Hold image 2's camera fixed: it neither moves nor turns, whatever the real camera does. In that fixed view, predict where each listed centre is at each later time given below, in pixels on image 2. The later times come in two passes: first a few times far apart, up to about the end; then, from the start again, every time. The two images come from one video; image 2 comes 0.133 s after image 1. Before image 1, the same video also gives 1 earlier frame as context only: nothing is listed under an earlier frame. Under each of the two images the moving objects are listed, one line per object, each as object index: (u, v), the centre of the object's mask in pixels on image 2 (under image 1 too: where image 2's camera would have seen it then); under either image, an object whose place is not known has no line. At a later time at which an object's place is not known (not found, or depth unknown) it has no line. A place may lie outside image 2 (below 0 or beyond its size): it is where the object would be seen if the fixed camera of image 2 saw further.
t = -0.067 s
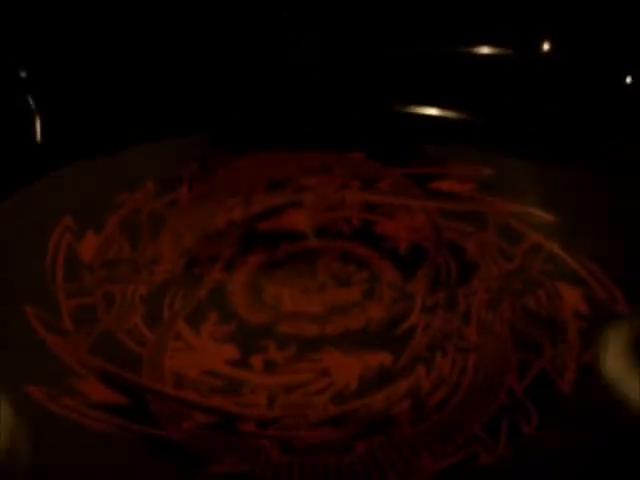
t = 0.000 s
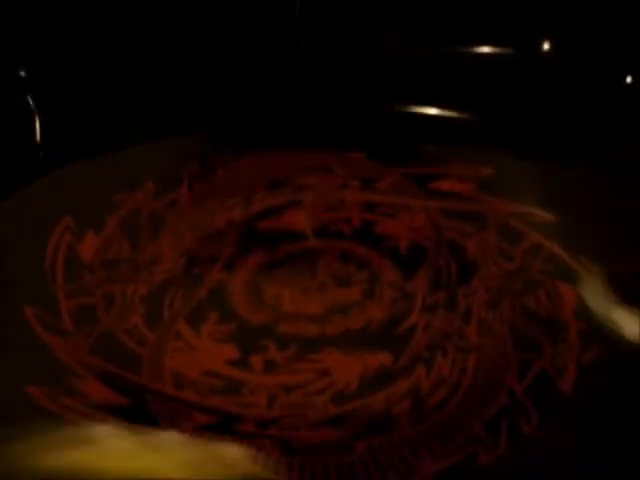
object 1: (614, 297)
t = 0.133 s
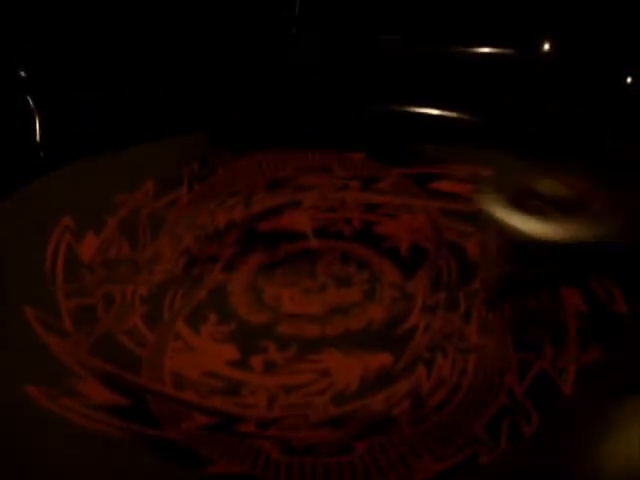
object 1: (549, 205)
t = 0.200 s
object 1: (476, 177)
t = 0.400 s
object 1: (277, 148)
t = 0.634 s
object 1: (111, 205)
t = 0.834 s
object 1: (133, 299)
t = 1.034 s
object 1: (264, 318)
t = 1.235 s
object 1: (309, 297)
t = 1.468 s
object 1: (345, 292)
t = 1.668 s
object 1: (370, 302)
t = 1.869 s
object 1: (387, 325)
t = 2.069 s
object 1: (436, 334)
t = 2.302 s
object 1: (491, 285)
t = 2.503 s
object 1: (463, 275)
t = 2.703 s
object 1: (407, 300)
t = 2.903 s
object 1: (387, 297)
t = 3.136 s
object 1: (287, 347)
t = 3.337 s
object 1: (285, 365)
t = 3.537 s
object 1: (317, 353)
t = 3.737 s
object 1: (266, 335)
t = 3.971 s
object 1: (174, 309)
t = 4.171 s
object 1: (176, 312)
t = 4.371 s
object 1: (171, 301)
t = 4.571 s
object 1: (162, 280)
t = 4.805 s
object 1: (158, 257)
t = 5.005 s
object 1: (296, 431)
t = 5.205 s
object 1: (535, 417)
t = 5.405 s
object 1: (548, 280)
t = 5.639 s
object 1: (426, 196)
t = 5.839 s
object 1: (354, 174)
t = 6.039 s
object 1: (262, 171)
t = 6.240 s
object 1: (174, 200)
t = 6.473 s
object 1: (136, 276)
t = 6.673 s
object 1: (185, 329)
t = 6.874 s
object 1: (251, 369)
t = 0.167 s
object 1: (514, 190)
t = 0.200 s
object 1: (476, 177)
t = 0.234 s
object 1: (443, 168)
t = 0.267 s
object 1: (411, 160)
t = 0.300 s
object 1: (373, 155)
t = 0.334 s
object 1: (340, 151)
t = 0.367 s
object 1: (309, 149)
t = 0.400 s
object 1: (277, 148)
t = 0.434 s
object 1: (245, 150)
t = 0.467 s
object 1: (216, 155)
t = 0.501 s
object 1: (188, 161)
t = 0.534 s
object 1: (165, 169)
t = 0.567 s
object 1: (145, 178)
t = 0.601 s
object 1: (126, 190)
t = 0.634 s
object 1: (111, 205)
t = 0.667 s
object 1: (102, 219)
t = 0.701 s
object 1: (96, 236)
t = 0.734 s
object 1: (96, 253)
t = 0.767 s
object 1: (101, 269)
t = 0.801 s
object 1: (114, 286)
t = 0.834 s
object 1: (133, 299)
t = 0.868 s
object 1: (156, 311)
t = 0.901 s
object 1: (180, 317)
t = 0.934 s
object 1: (205, 320)
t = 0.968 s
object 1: (229, 322)
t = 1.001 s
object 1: (249, 321)
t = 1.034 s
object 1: (264, 318)
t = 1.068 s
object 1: (276, 315)
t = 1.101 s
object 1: (284, 312)
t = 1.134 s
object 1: (291, 307)
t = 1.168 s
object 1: (297, 304)
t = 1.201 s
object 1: (304, 300)
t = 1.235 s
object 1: (309, 297)
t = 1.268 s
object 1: (315, 295)
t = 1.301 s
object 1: (321, 293)
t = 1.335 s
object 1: (326, 292)
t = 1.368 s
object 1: (332, 292)
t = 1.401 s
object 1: (337, 292)
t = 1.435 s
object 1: (341, 292)
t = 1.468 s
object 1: (345, 292)
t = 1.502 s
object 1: (349, 293)
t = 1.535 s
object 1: (353, 295)
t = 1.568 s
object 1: (357, 296)
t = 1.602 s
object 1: (361, 298)
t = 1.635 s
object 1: (366, 300)
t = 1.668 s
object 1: (370, 302)
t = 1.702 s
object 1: (374, 306)
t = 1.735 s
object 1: (377, 308)
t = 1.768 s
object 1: (381, 312)
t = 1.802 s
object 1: (383, 316)
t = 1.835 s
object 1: (385, 320)
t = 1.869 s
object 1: (387, 325)
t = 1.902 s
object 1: (389, 329)
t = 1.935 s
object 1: (394, 333)
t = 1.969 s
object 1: (402, 337)
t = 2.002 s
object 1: (412, 338)
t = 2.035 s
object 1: (424, 337)
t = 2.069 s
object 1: (436, 334)
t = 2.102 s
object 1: (449, 330)
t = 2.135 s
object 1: (461, 324)
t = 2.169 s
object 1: (473, 317)
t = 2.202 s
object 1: (482, 309)
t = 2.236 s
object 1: (487, 301)
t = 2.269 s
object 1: (490, 292)
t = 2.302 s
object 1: (491, 285)
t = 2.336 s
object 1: (488, 281)
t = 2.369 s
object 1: (484, 277)
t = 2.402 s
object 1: (479, 275)
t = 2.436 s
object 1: (474, 274)
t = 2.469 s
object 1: (469, 274)
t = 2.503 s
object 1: (463, 275)
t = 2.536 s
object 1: (457, 276)
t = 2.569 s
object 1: (450, 280)
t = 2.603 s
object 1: (441, 283)
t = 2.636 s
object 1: (430, 288)
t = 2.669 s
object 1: (418, 294)
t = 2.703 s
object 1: (407, 300)
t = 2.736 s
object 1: (398, 302)
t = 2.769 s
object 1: (402, 291)
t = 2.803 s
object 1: (398, 286)
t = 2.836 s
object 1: (391, 292)
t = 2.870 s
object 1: (390, 294)
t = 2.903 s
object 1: (387, 297)
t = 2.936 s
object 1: (382, 303)
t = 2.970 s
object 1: (372, 309)
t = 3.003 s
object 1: (357, 316)
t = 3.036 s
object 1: (342, 324)
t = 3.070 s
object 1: (323, 332)
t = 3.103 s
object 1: (304, 341)
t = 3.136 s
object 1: (287, 347)
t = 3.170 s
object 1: (276, 352)
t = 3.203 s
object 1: (269, 356)
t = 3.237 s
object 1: (267, 360)
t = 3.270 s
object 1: (269, 362)
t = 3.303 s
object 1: (276, 364)
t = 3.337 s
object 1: (285, 365)
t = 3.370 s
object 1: (294, 365)
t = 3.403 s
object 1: (303, 363)
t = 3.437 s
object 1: (309, 362)
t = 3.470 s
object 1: (315, 359)
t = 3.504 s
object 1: (317, 356)
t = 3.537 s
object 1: (317, 353)
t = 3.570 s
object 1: (316, 350)
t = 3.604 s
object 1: (313, 347)
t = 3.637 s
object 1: (305, 344)
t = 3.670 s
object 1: (295, 342)
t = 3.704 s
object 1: (282, 338)
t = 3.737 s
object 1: (266, 335)
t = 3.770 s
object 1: (249, 331)
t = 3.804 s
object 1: (230, 327)
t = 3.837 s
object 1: (215, 323)
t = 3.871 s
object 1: (201, 320)
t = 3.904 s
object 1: (194, 315)
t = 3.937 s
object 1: (187, 309)
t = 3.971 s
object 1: (174, 309)
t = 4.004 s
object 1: (171, 313)
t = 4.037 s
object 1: (171, 314)
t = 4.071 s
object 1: (172, 313)
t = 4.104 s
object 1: (173, 313)
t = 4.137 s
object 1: (174, 312)
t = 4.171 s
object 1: (176, 312)
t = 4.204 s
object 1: (177, 310)
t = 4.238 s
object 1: (177, 309)
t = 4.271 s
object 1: (175, 307)
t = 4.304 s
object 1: (174, 305)
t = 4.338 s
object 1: (172, 303)
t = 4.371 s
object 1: (171, 301)
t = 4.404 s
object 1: (170, 298)
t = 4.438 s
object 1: (169, 295)
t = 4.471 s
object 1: (167, 291)
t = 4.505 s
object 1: (165, 287)
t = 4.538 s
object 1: (164, 283)
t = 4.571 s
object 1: (162, 280)
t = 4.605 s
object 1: (161, 276)
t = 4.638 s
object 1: (159, 272)
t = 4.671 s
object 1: (159, 269)
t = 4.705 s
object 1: (158, 266)
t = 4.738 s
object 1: (158, 263)
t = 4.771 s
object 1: (158, 260)
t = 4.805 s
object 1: (158, 257)
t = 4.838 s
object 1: (162, 259)
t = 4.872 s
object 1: (176, 307)
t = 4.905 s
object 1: (194, 350)
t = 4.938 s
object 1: (219, 390)
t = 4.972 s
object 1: (253, 416)
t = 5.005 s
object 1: (296, 431)
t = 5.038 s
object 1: (340, 439)
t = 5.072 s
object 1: (386, 442)
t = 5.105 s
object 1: (436, 441)
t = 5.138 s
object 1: (478, 436)
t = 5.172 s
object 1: (512, 428)
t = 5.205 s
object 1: (535, 417)
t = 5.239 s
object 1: (550, 398)
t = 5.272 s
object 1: (561, 372)
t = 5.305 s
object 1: (565, 348)
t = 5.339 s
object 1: (566, 324)
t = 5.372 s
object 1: (561, 301)
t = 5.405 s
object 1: (548, 280)
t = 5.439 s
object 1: (532, 263)
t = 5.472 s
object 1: (511, 247)
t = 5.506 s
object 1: (493, 231)
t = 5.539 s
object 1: (472, 218)
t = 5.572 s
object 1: (455, 209)
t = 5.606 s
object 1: (440, 203)
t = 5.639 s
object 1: (426, 196)
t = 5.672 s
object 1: (413, 191)
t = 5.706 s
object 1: (402, 186)
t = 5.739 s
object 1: (391, 183)
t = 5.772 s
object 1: (379, 179)
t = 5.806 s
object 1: (366, 176)
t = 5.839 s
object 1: (354, 174)
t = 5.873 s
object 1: (340, 171)
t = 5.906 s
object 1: (326, 170)
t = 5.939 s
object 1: (310, 168)
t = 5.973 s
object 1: (295, 169)
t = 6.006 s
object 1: (279, 169)
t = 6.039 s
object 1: (262, 171)
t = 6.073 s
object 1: (245, 173)
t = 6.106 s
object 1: (230, 176)
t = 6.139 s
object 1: (215, 181)
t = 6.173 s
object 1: (199, 188)
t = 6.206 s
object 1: (187, 194)
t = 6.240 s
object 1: (174, 200)
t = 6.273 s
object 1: (161, 209)
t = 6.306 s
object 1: (152, 218)
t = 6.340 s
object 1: (143, 228)
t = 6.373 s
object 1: (137, 239)
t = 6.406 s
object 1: (133, 251)
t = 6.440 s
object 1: (133, 263)
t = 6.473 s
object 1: (136, 276)
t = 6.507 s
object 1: (141, 286)
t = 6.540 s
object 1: (148, 295)
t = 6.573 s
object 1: (158, 304)
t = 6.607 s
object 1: (169, 311)
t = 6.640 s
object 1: (182, 320)
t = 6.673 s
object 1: (185, 329)
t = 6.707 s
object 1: (180, 345)
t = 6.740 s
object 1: (180, 357)
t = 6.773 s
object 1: (188, 363)
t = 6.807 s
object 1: (206, 368)
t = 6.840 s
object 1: (228, 371)
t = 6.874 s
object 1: (251, 369)
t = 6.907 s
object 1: (260, 402)
